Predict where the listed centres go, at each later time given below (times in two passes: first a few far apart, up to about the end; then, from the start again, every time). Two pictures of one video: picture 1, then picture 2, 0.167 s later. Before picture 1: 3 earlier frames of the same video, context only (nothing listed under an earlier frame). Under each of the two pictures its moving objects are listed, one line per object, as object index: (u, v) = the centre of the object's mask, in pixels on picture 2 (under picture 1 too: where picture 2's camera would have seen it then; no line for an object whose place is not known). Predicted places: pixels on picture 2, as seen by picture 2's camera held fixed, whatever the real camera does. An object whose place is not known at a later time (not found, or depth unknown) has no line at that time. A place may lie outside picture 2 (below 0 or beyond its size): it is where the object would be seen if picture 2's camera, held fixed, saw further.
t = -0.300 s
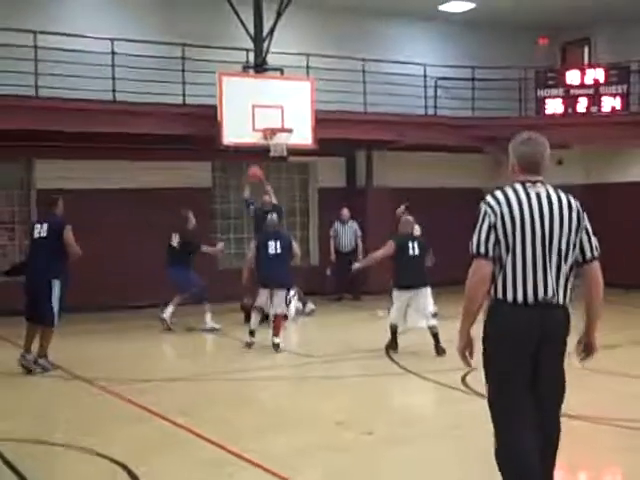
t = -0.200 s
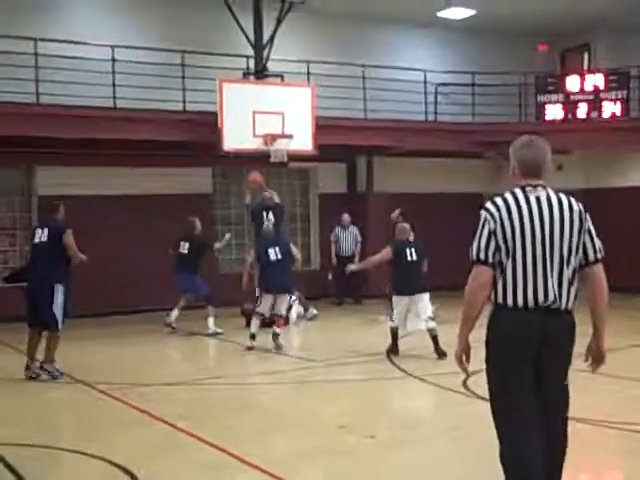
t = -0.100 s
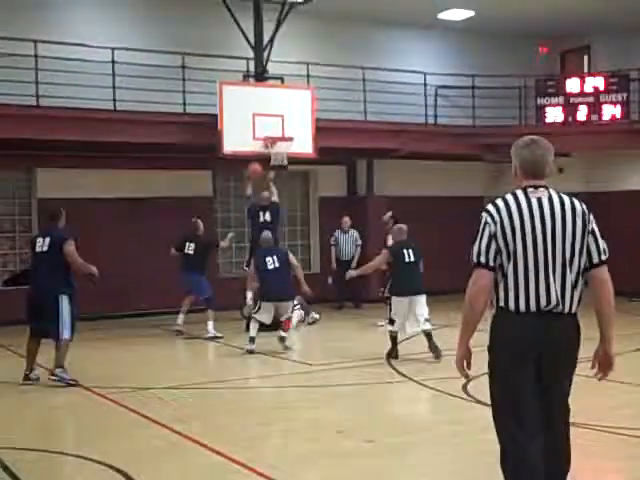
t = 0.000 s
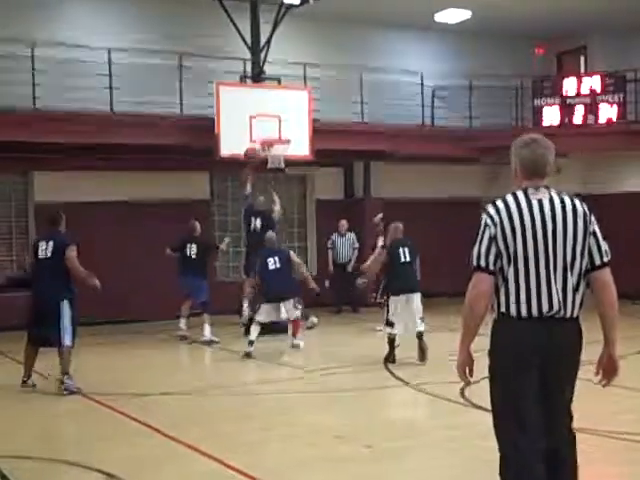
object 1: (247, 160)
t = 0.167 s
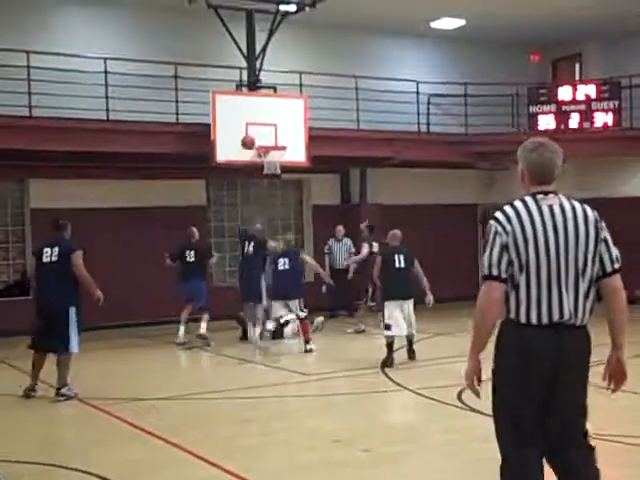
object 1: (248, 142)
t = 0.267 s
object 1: (248, 140)
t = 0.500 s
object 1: (243, 137)
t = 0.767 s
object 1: (227, 158)
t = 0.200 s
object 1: (248, 141)
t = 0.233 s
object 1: (248, 141)
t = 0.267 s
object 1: (248, 140)
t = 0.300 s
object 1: (248, 141)
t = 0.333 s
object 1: (250, 142)
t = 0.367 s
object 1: (252, 142)
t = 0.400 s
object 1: (250, 140)
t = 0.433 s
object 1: (248, 139)
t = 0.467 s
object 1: (246, 137)
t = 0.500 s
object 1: (243, 137)
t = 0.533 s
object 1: (242, 137)
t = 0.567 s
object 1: (240, 138)
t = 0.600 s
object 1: (237, 139)
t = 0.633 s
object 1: (235, 142)
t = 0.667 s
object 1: (233, 144)
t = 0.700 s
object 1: (230, 148)
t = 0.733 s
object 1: (228, 153)
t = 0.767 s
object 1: (227, 158)
